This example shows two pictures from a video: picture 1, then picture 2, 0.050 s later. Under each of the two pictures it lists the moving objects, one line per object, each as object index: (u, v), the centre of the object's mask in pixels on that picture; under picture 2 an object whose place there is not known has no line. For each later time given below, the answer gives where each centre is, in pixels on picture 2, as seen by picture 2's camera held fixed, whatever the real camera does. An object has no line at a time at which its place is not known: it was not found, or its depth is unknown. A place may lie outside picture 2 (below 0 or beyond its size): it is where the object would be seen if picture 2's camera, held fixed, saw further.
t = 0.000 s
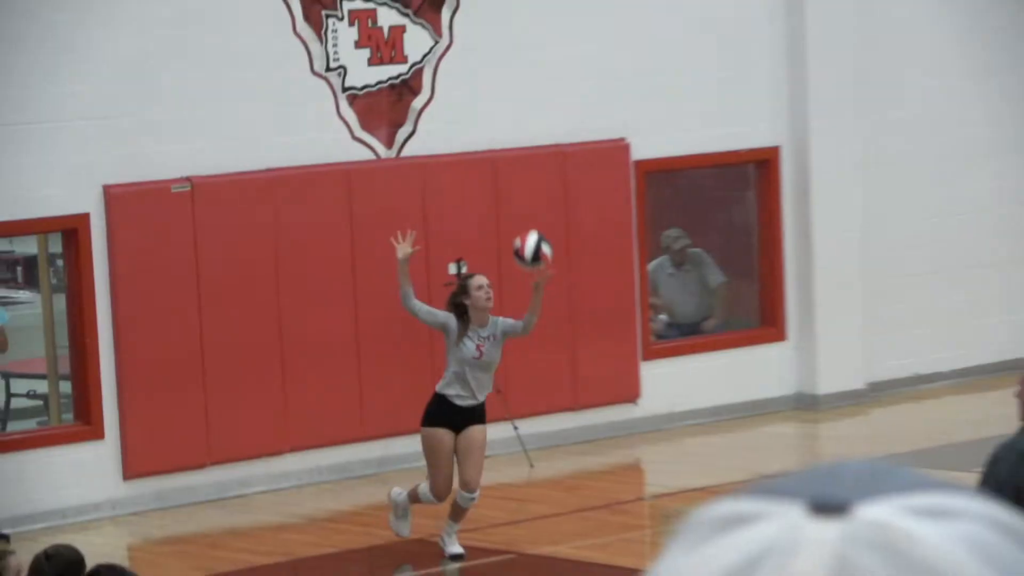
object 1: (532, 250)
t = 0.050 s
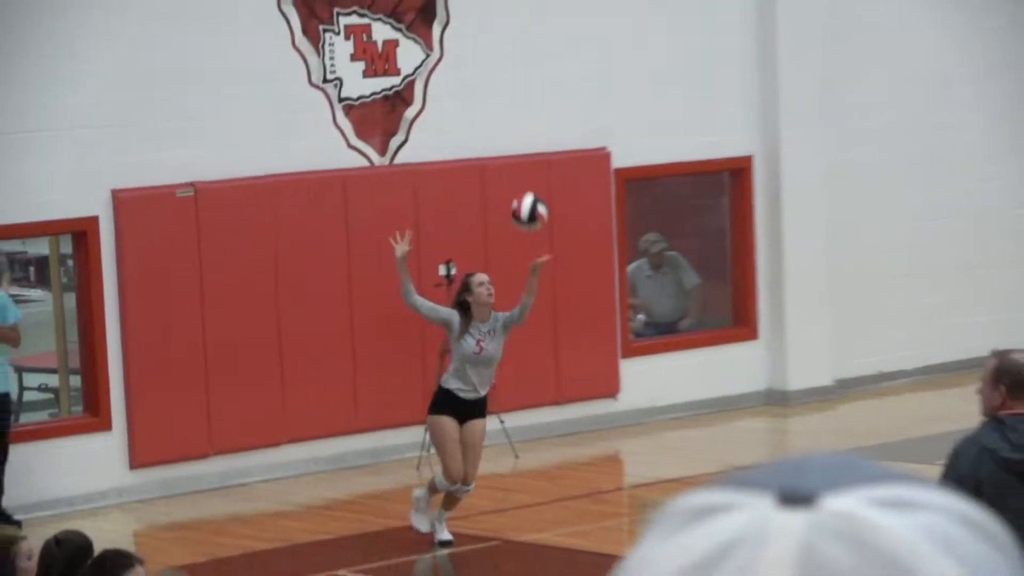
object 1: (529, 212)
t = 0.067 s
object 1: (535, 196)
